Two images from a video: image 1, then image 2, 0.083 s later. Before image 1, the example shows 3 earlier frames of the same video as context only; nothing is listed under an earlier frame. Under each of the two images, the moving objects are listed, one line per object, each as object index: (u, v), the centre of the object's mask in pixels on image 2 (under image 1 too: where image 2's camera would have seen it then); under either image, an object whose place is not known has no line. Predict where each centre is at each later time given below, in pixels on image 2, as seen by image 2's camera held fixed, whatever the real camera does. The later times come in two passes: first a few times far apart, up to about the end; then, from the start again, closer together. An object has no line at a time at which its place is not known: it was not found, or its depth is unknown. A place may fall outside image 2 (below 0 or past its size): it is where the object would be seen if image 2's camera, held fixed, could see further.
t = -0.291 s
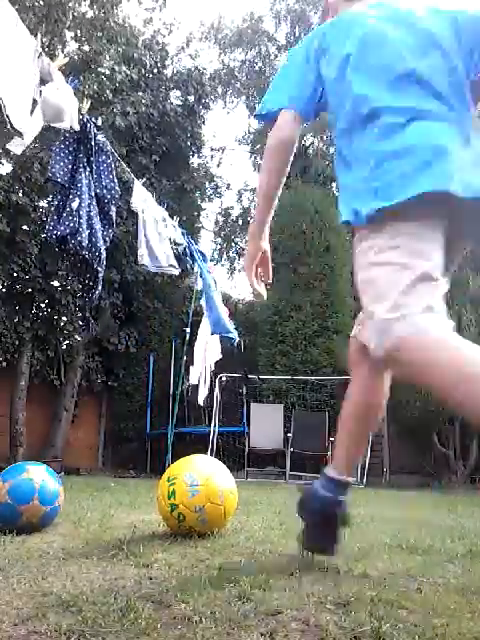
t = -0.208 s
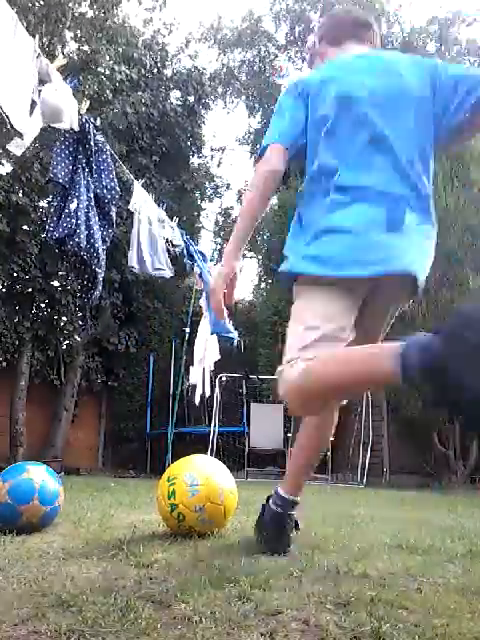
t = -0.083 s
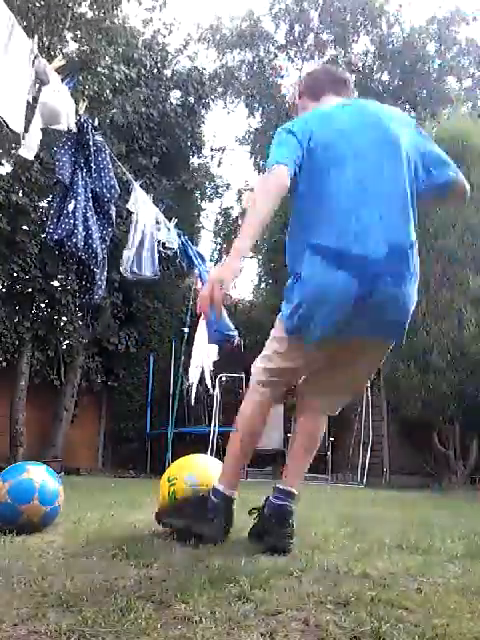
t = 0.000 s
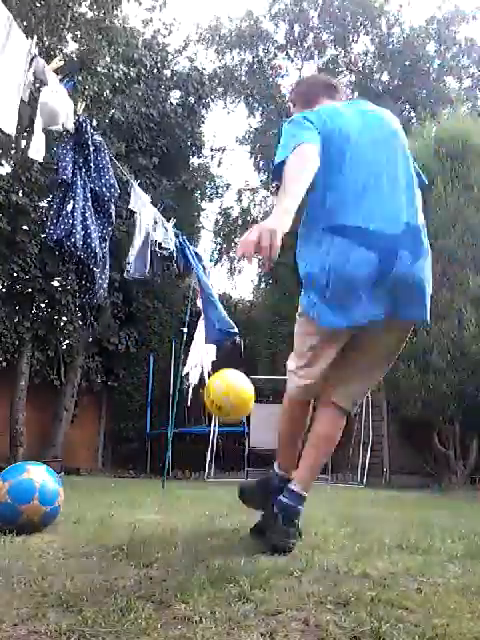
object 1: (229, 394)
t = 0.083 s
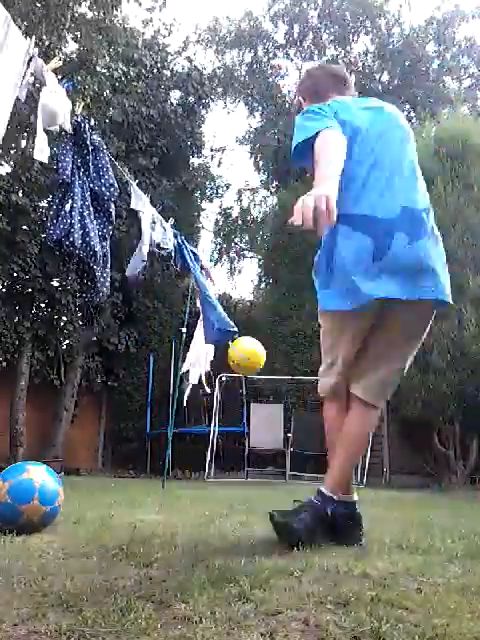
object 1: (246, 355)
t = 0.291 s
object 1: (268, 342)
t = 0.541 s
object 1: (281, 378)
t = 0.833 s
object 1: (306, 405)
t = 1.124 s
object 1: (320, 435)
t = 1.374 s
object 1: (332, 463)
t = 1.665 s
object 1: (343, 455)
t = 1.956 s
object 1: (355, 469)
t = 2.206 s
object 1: (352, 474)
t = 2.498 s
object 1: (352, 475)
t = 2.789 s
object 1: (351, 474)
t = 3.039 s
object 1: (352, 478)
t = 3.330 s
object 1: (351, 478)
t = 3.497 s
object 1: (351, 477)
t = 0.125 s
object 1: (252, 347)
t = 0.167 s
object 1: (256, 342)
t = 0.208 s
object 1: (261, 340)
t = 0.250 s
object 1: (265, 340)
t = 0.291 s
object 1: (268, 342)
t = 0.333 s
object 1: (270, 346)
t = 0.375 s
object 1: (273, 351)
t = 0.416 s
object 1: (275, 357)
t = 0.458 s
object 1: (277, 363)
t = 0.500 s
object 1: (280, 371)
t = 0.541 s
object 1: (281, 378)
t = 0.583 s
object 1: (283, 386)
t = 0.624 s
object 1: (285, 395)
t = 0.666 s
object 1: (288, 400)
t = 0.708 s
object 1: (293, 400)
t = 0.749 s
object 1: (298, 401)
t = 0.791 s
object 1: (303, 403)
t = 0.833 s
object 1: (306, 405)
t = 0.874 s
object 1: (309, 406)
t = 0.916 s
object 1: (311, 408)
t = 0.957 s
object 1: (312, 410)
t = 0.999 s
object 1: (314, 414)
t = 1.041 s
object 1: (316, 419)
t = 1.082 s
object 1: (318, 427)
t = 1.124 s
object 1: (320, 435)
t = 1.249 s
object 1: (328, 469)
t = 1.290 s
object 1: (332, 476)
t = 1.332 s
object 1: (333, 471)
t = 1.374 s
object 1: (332, 463)
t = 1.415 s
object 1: (334, 457)
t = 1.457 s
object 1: (335, 454)
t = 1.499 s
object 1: (336, 451)
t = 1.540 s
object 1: (337, 451)
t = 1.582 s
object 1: (339, 451)
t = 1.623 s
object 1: (341, 453)
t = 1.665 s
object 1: (343, 455)
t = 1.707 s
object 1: (345, 459)
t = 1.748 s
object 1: (347, 464)
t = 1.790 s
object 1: (350, 471)
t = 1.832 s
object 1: (352, 478)
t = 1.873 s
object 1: (353, 475)
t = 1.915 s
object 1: (354, 471)
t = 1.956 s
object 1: (355, 469)
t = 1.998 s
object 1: (356, 467)
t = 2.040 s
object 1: (355, 466)
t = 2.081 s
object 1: (354, 467)
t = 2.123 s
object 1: (354, 468)
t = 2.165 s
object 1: (353, 470)
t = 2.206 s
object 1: (352, 474)
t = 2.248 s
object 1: (352, 475)
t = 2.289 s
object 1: (352, 472)
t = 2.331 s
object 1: (352, 470)
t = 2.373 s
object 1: (352, 470)
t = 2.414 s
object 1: (352, 471)
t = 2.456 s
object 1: (352, 473)
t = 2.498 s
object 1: (352, 475)
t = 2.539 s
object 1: (352, 474)
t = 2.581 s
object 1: (352, 473)
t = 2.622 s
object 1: (352, 473)
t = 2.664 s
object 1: (352, 473)
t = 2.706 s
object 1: (352, 475)
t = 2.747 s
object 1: (352, 475)
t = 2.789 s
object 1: (351, 474)
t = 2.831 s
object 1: (351, 475)
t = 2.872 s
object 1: (352, 476)
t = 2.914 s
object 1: (351, 475)
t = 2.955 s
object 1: (351, 476)
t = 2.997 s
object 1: (352, 477)
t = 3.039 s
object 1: (352, 478)
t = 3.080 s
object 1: (352, 478)
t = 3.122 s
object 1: (351, 478)
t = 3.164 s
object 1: (352, 478)
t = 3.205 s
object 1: (352, 478)
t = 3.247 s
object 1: (351, 478)
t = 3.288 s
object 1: (351, 478)
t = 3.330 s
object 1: (351, 478)
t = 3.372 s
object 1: (351, 477)
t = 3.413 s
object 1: (351, 477)
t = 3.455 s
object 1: (351, 477)
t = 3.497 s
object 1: (351, 477)
